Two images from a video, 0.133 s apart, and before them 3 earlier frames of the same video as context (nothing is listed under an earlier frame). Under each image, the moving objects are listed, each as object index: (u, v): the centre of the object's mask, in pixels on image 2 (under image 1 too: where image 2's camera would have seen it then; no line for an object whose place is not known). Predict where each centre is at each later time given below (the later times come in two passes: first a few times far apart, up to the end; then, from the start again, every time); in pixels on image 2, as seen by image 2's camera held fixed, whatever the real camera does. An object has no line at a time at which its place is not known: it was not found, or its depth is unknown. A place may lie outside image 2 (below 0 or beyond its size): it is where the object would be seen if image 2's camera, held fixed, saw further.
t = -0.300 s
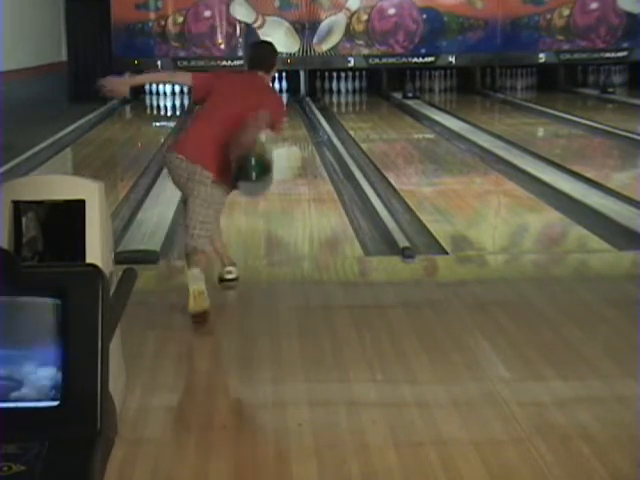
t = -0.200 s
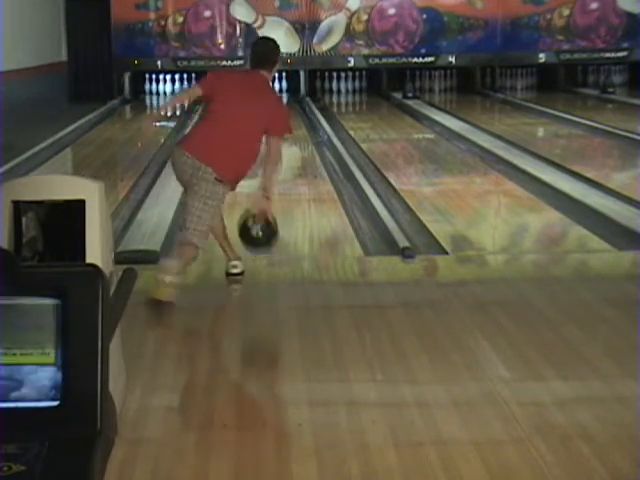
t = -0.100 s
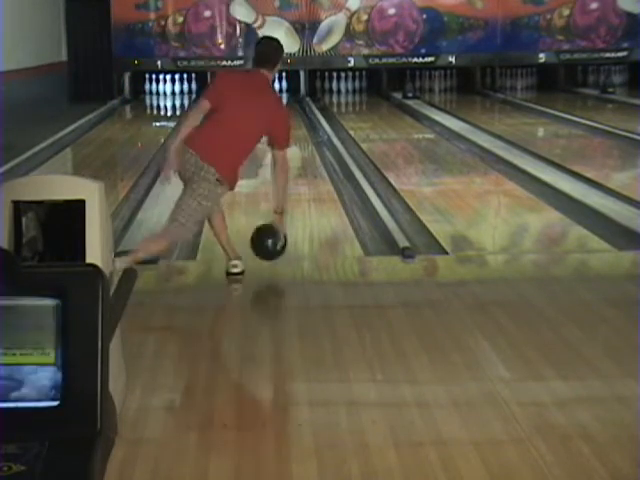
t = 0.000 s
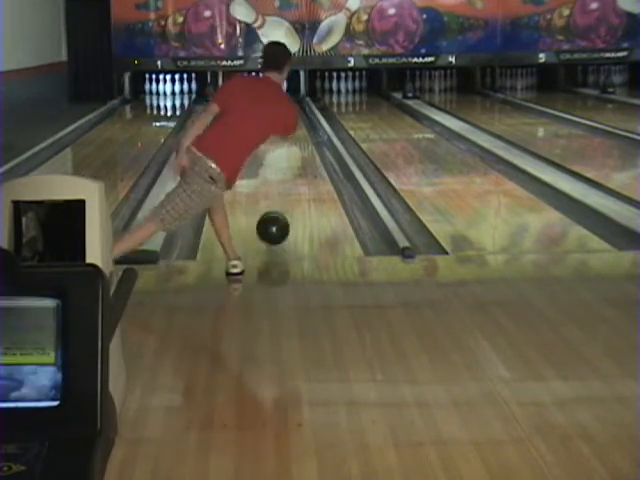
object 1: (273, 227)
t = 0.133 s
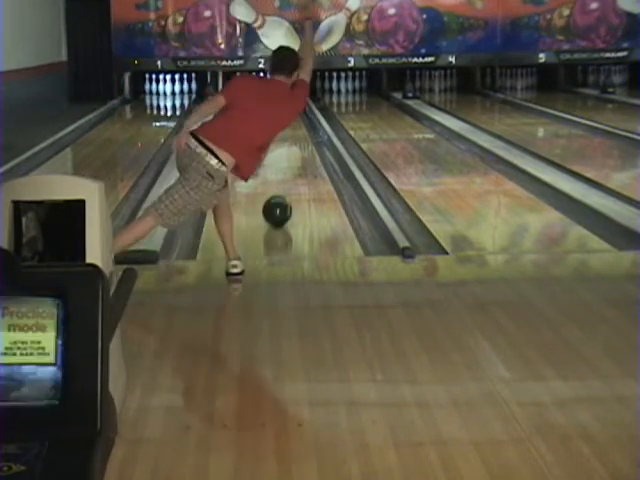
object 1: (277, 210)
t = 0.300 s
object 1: (281, 188)
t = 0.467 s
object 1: (283, 171)
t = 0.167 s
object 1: (278, 206)
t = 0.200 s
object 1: (279, 201)
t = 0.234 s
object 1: (280, 196)
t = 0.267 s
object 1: (280, 192)
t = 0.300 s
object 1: (281, 188)
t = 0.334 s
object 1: (282, 184)
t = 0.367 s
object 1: (282, 181)
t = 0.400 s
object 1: (283, 177)
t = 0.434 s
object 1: (283, 174)
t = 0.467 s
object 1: (283, 171)
